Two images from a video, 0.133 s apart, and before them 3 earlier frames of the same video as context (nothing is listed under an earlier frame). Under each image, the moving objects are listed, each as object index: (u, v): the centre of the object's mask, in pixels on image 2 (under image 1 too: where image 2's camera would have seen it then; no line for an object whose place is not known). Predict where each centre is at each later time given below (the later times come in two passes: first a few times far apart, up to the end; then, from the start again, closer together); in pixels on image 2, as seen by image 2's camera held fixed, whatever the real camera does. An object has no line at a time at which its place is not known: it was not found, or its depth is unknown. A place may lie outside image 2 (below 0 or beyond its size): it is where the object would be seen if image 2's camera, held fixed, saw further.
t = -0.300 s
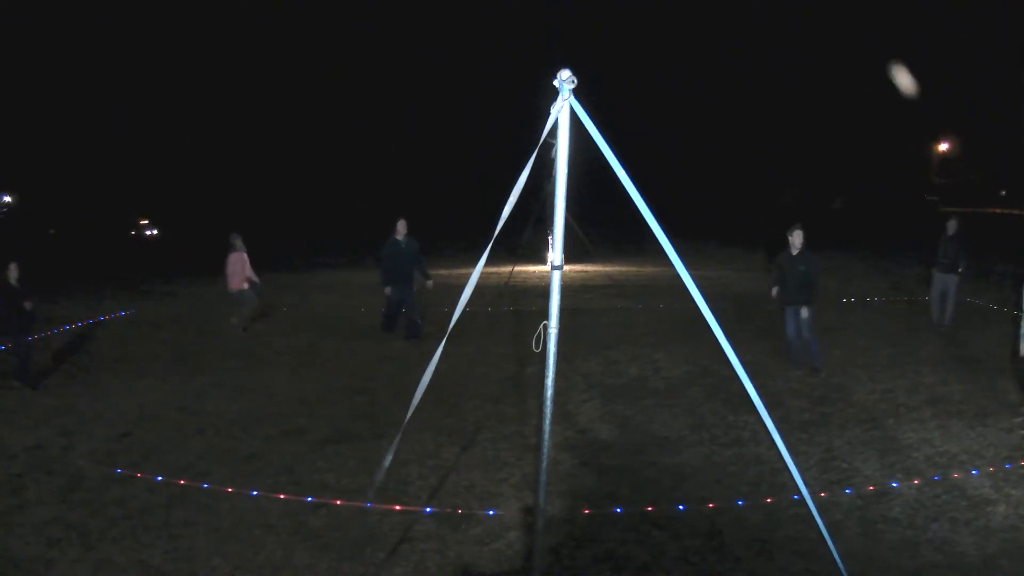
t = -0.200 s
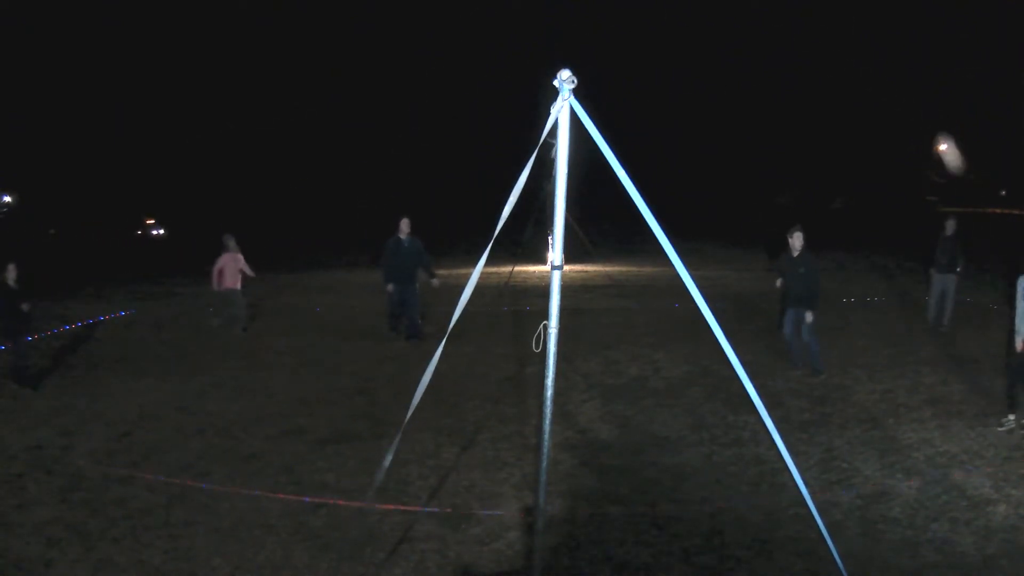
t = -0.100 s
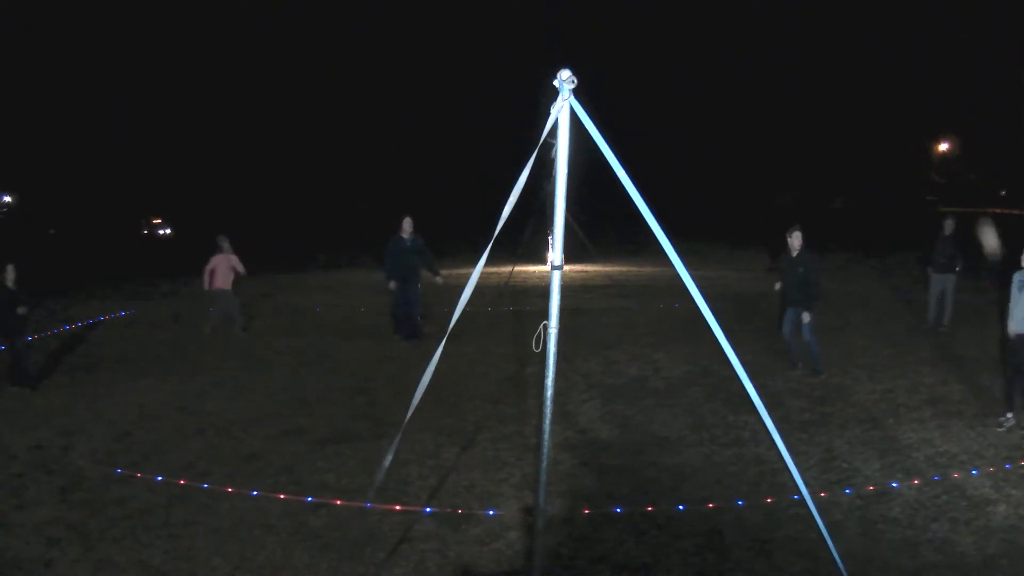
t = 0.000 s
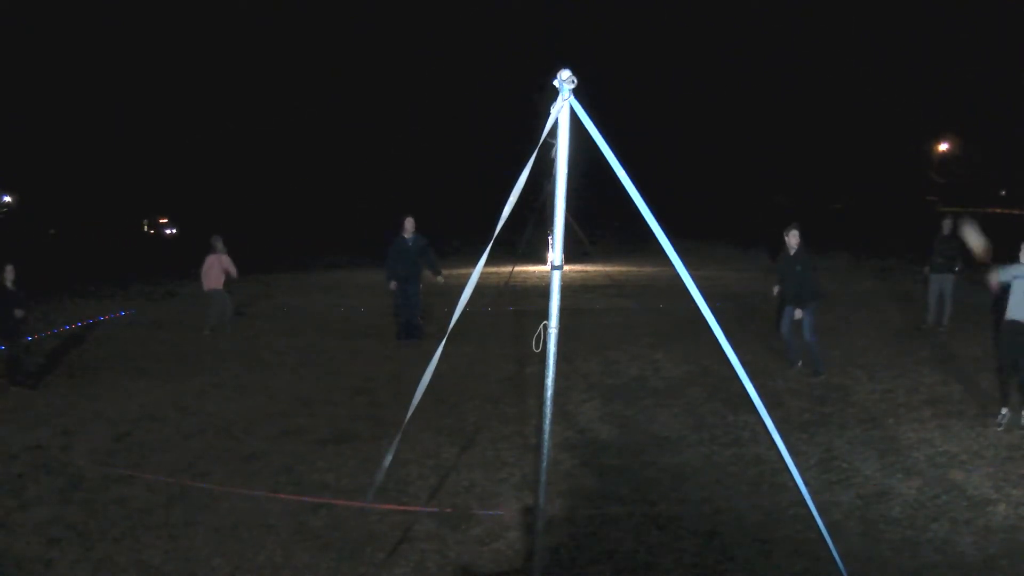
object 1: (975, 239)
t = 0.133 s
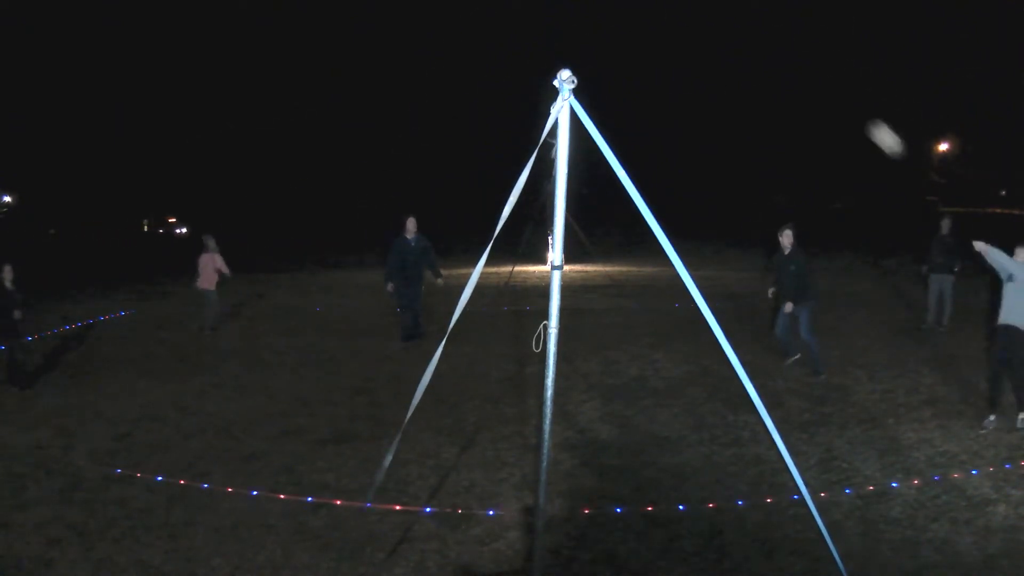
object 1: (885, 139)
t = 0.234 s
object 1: (818, 84)
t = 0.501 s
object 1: (653, 18)
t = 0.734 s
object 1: (540, 29)
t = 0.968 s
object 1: (451, 83)
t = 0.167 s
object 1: (863, 118)
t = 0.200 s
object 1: (840, 101)
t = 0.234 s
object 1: (818, 84)
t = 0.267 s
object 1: (795, 70)
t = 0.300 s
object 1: (773, 57)
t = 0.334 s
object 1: (752, 47)
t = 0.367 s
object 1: (731, 38)
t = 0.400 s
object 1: (710, 31)
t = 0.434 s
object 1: (691, 26)
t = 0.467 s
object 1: (672, 21)
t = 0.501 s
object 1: (653, 18)
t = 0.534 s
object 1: (635, 16)
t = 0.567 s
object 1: (618, 15)
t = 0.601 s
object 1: (601, 16)
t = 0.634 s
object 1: (585, 18)
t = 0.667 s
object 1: (569, 21)
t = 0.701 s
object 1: (554, 24)
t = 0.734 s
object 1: (540, 29)
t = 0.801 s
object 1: (512, 40)
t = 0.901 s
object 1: (474, 63)
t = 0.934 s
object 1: (463, 73)
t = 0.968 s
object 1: (451, 83)
